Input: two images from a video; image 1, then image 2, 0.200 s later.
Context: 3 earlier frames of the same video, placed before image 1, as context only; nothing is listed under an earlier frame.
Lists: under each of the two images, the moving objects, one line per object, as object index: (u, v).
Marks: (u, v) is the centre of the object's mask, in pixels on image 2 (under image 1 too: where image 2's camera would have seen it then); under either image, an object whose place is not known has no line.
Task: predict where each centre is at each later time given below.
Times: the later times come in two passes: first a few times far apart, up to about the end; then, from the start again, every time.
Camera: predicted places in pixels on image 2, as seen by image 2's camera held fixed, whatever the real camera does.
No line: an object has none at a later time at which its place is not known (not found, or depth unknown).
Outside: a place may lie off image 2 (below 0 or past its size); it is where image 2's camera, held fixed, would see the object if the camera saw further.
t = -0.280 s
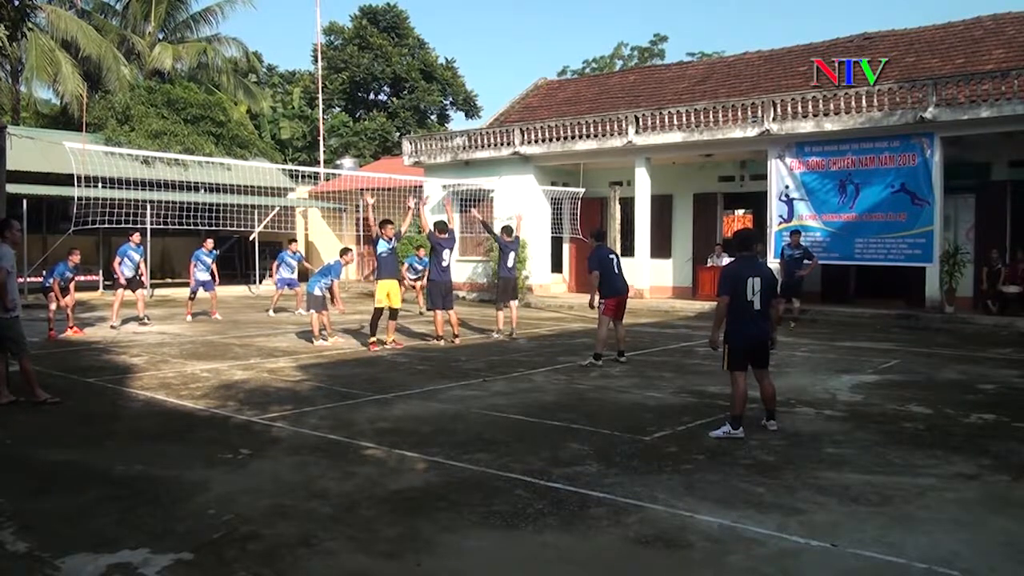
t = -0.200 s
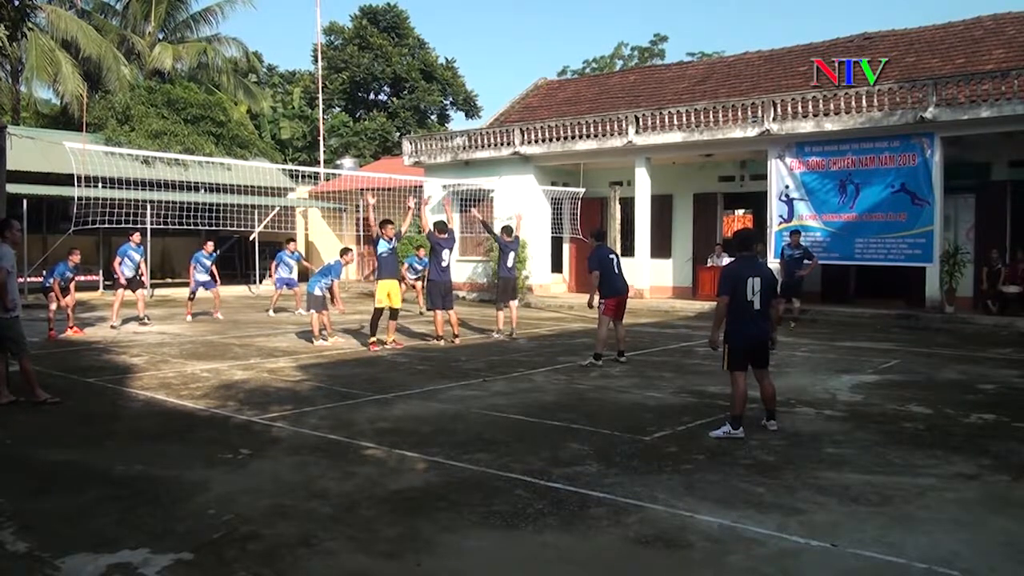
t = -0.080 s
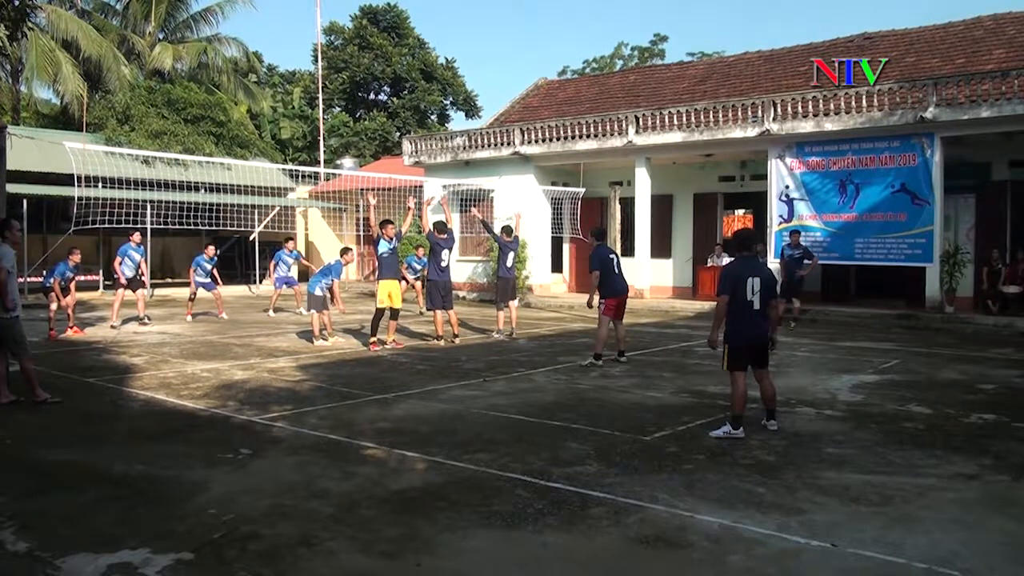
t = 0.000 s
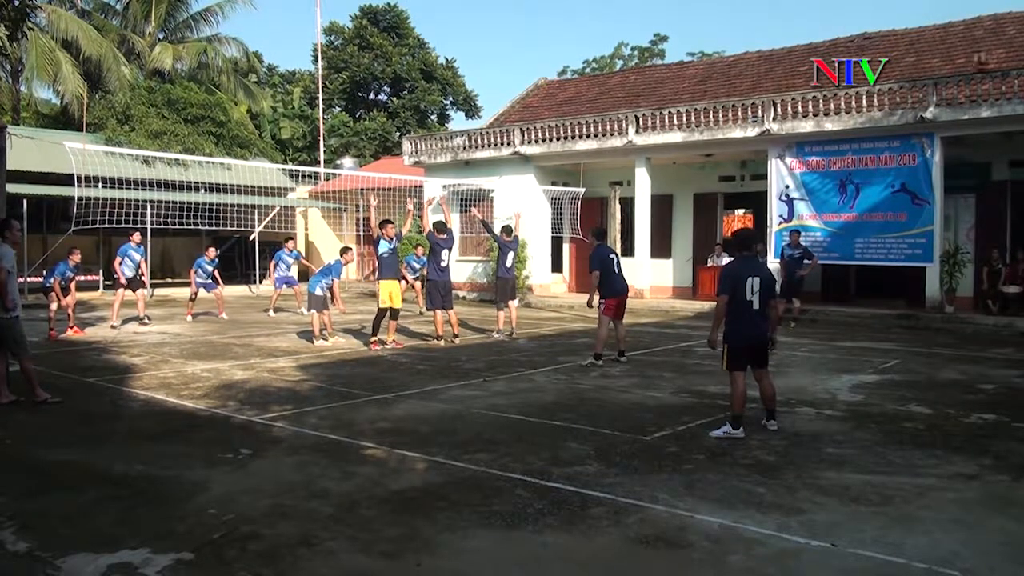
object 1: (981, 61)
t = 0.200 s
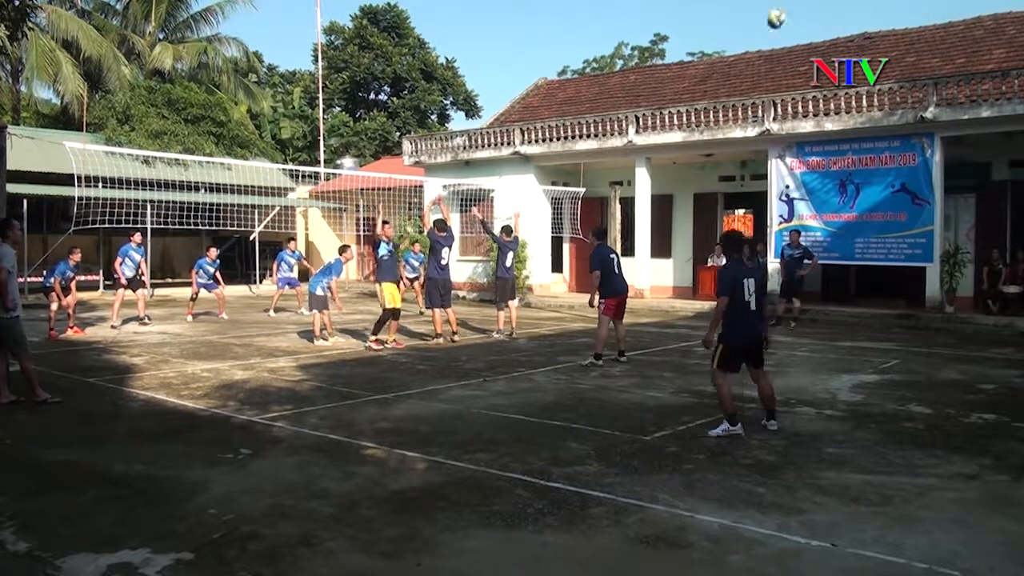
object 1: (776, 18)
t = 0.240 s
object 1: (739, 17)
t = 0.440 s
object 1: (581, 20)
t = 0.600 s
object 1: (481, 40)
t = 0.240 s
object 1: (739, 17)
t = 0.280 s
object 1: (705, 15)
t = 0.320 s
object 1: (672, 14)
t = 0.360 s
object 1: (640, 15)
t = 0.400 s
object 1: (610, 17)
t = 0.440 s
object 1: (581, 20)
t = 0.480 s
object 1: (555, 24)
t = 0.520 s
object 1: (529, 28)
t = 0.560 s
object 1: (504, 33)
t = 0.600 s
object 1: (481, 40)
